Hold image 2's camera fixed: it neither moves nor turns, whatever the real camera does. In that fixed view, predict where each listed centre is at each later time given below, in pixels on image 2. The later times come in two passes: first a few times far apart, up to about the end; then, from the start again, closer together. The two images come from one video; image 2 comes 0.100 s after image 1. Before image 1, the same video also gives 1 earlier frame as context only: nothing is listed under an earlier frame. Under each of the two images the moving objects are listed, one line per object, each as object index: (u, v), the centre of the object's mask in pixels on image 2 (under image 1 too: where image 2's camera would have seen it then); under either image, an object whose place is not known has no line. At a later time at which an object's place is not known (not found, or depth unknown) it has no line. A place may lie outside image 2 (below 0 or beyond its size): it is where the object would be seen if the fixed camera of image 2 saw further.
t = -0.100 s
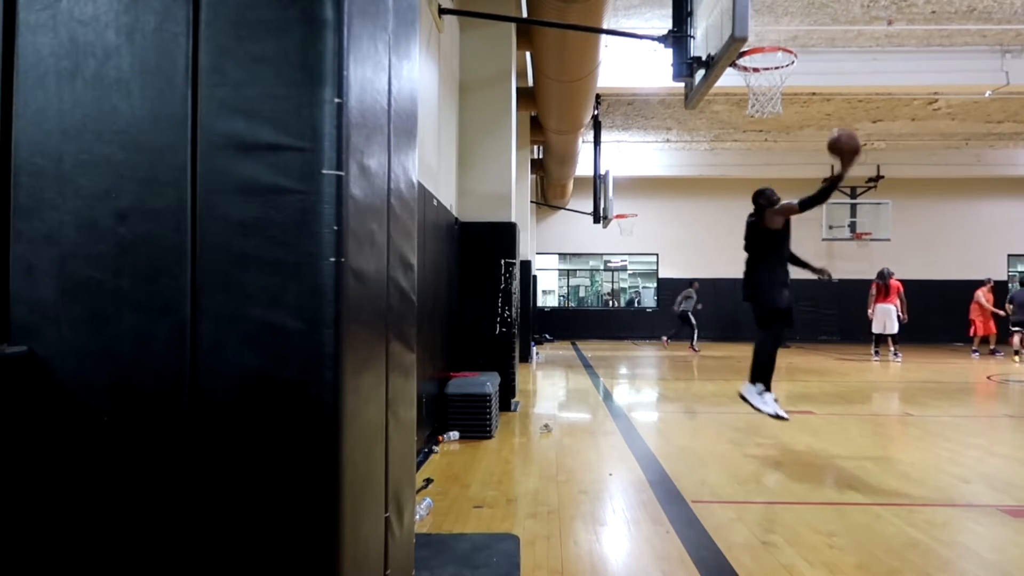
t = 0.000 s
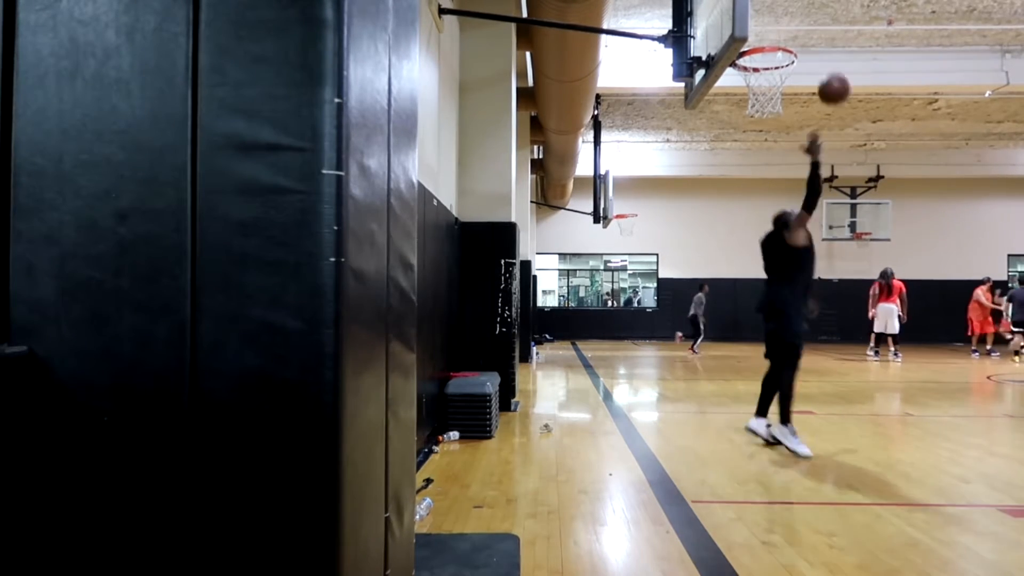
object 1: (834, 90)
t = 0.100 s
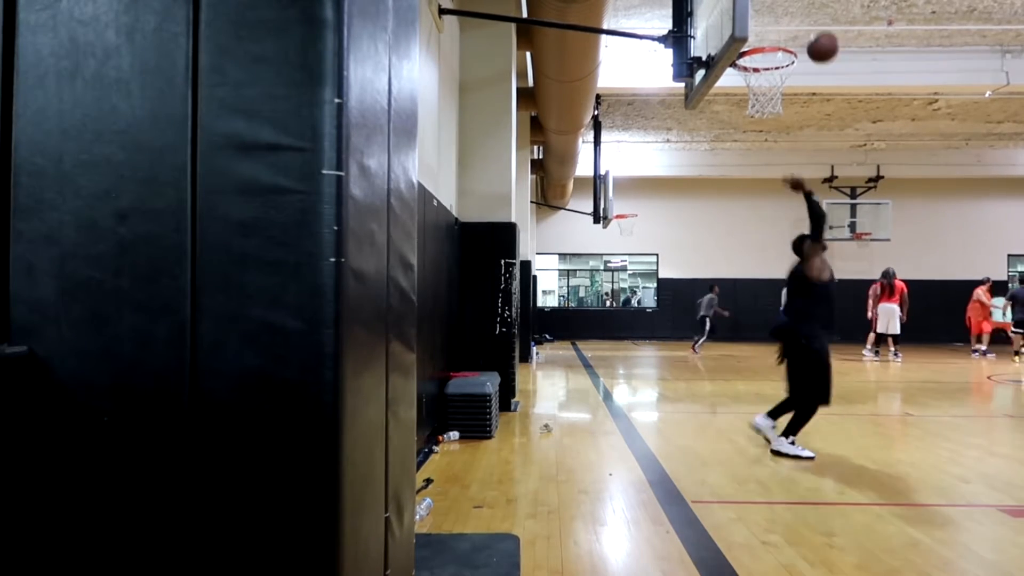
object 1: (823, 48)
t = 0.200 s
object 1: (812, 17)
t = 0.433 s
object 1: (784, 5)
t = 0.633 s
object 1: (763, 30)
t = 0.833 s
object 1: (766, 14)
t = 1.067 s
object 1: (772, 44)
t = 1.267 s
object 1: (772, 112)
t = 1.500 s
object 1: (765, 212)
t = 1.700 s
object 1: (759, 356)
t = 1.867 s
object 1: (751, 377)
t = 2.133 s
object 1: (733, 264)
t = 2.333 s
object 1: (719, 235)
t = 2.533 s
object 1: (705, 255)
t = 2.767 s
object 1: (690, 342)
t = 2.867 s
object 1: (683, 405)
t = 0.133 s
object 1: (819, 36)
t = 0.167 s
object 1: (815, 26)
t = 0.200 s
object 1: (812, 17)
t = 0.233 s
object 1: (807, 12)
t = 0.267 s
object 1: (803, 9)
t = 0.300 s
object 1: (799, 7)
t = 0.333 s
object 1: (795, 6)
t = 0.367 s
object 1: (791, 5)
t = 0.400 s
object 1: (787, 5)
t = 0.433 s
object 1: (784, 5)
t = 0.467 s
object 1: (780, 6)
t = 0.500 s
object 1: (777, 8)
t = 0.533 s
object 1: (773, 10)
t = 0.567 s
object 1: (770, 14)
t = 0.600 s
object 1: (767, 21)
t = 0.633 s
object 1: (763, 30)
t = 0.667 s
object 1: (763, 30)
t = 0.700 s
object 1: (764, 24)
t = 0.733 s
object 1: (764, 19)
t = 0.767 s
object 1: (765, 16)
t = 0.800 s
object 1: (765, 15)
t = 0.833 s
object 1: (766, 14)
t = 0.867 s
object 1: (767, 15)
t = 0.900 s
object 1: (768, 16)
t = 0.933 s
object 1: (769, 19)
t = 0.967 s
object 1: (770, 24)
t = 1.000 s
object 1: (771, 30)
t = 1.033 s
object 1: (772, 35)
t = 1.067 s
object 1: (772, 44)
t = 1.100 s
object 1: (774, 57)
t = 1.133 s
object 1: (774, 68)
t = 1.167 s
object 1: (775, 80)
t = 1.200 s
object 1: (775, 92)
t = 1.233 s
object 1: (774, 100)
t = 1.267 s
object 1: (772, 112)
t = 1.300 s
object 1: (772, 119)
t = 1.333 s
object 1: (770, 132)
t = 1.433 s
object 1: (767, 176)
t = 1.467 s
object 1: (765, 193)
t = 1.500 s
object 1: (765, 212)
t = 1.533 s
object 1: (764, 233)
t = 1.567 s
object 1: (763, 255)
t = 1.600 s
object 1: (763, 280)
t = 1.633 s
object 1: (761, 304)
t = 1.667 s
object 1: (761, 327)
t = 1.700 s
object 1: (759, 356)
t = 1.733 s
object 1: (758, 386)
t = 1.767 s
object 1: (757, 416)
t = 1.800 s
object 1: (756, 420)
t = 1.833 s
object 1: (753, 398)
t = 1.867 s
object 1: (751, 377)
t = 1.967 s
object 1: (744, 325)
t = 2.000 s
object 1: (742, 311)
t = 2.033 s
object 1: (740, 297)
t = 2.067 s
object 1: (738, 286)
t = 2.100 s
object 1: (735, 275)
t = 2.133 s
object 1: (733, 264)
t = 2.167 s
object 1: (730, 256)
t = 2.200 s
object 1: (728, 249)
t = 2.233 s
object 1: (726, 244)
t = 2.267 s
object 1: (724, 240)
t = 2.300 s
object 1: (721, 236)
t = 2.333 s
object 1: (719, 235)
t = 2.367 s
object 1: (717, 234)
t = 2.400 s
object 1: (715, 236)
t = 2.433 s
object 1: (712, 238)
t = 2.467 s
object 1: (710, 242)
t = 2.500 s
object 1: (708, 248)
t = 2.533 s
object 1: (705, 255)
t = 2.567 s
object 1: (703, 263)
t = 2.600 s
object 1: (701, 273)
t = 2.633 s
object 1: (699, 284)
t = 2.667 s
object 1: (697, 295)
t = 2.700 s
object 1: (695, 310)
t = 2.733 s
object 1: (693, 325)
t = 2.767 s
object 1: (690, 342)
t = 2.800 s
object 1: (687, 363)
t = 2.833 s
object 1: (685, 382)
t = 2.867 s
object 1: (683, 405)
